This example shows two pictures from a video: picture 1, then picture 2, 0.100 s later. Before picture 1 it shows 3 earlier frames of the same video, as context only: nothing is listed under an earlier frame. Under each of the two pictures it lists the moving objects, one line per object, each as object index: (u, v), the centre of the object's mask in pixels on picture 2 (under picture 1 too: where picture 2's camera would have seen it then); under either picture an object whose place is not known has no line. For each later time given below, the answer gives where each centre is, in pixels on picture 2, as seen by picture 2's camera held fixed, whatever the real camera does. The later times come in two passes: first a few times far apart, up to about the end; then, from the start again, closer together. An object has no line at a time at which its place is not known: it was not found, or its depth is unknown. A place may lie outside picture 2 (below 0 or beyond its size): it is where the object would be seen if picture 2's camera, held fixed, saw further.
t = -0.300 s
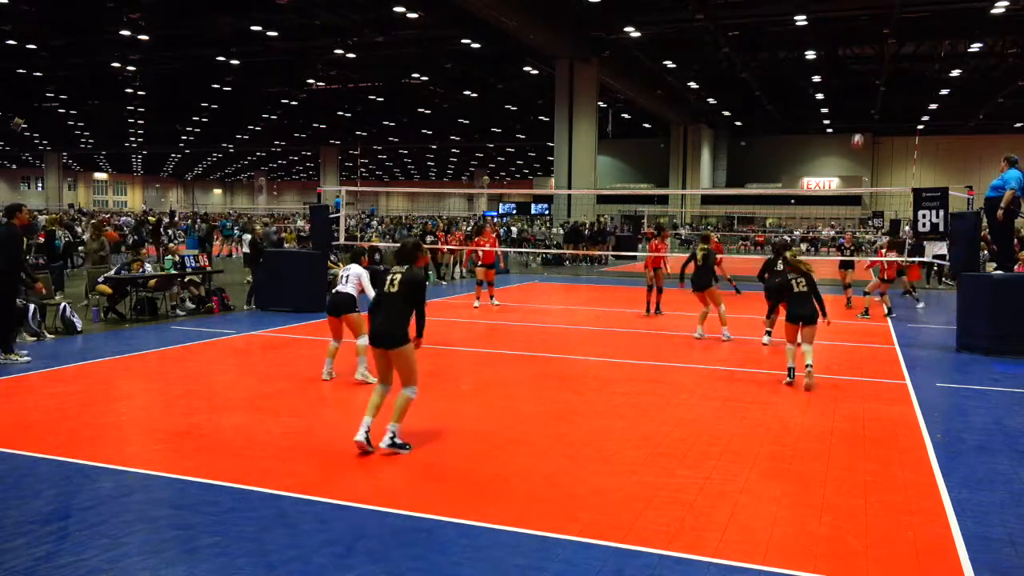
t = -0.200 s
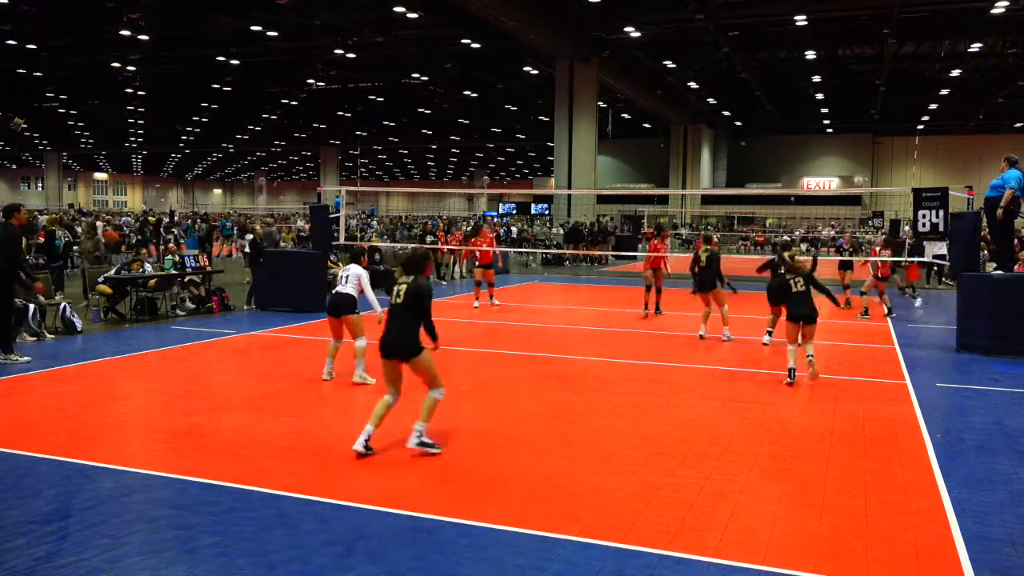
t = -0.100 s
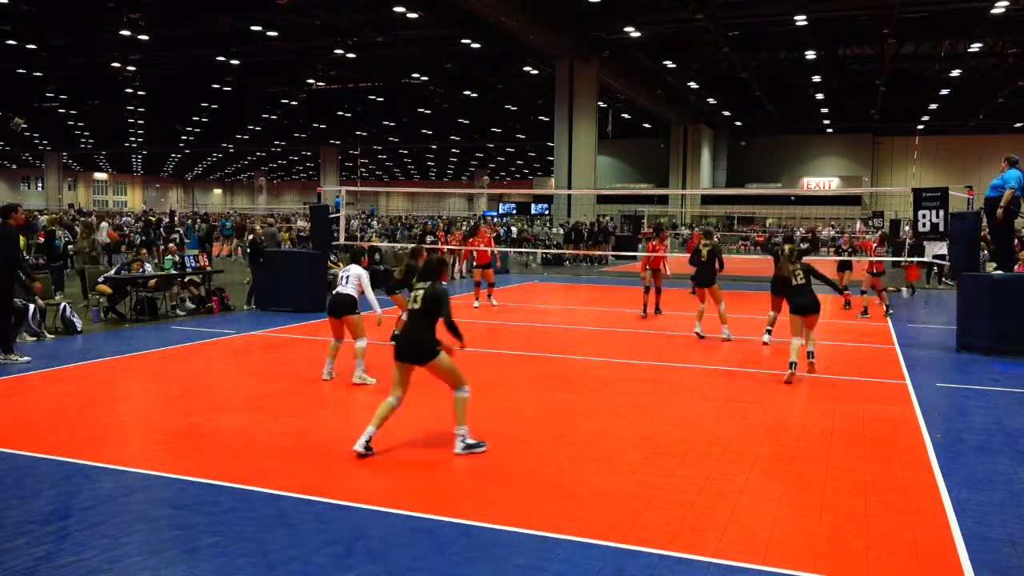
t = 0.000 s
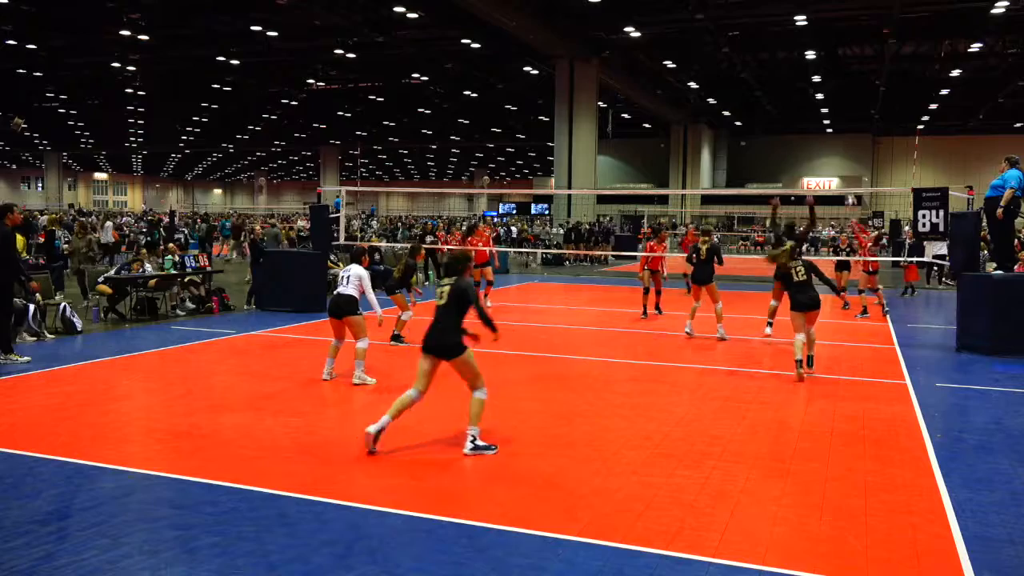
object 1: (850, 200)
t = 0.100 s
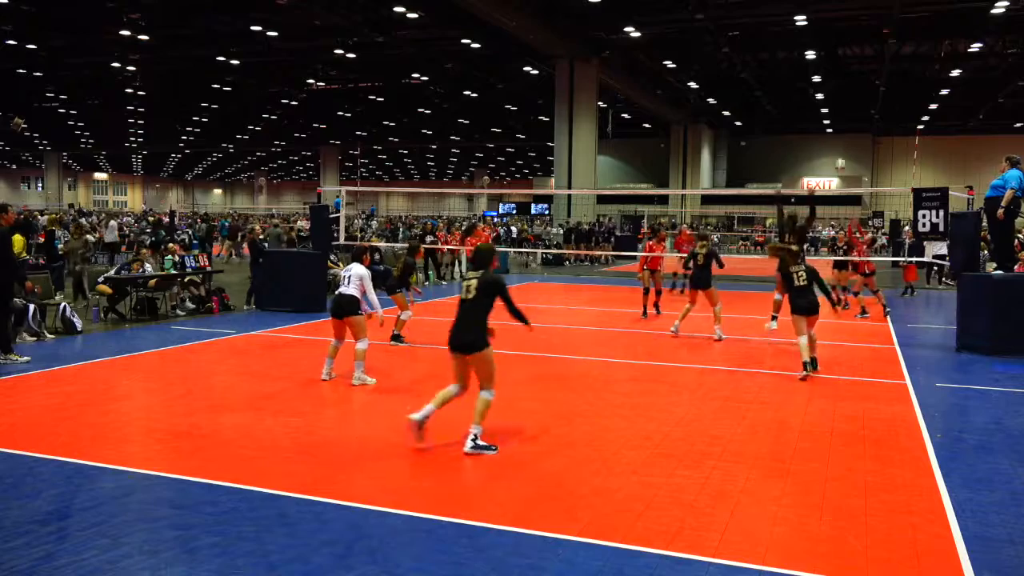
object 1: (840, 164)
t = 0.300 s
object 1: (817, 104)
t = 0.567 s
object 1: (779, 54)
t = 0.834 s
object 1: (730, 51)
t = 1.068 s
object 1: (674, 111)
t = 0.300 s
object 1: (817, 104)
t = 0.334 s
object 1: (813, 95)
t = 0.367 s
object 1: (809, 88)
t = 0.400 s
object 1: (805, 81)
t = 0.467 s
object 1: (795, 68)
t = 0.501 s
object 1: (790, 62)
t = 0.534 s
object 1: (786, 58)
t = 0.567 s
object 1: (779, 54)
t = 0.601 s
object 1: (774, 50)
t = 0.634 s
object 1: (769, 48)
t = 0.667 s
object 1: (762, 46)
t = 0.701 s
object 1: (757, 46)
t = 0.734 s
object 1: (750, 45)
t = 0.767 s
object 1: (744, 46)
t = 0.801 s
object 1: (737, 48)
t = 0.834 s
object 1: (730, 51)
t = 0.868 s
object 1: (723, 56)
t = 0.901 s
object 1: (715, 61)
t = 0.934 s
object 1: (708, 68)
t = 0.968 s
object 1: (700, 77)
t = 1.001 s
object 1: (691, 87)
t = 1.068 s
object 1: (674, 111)
